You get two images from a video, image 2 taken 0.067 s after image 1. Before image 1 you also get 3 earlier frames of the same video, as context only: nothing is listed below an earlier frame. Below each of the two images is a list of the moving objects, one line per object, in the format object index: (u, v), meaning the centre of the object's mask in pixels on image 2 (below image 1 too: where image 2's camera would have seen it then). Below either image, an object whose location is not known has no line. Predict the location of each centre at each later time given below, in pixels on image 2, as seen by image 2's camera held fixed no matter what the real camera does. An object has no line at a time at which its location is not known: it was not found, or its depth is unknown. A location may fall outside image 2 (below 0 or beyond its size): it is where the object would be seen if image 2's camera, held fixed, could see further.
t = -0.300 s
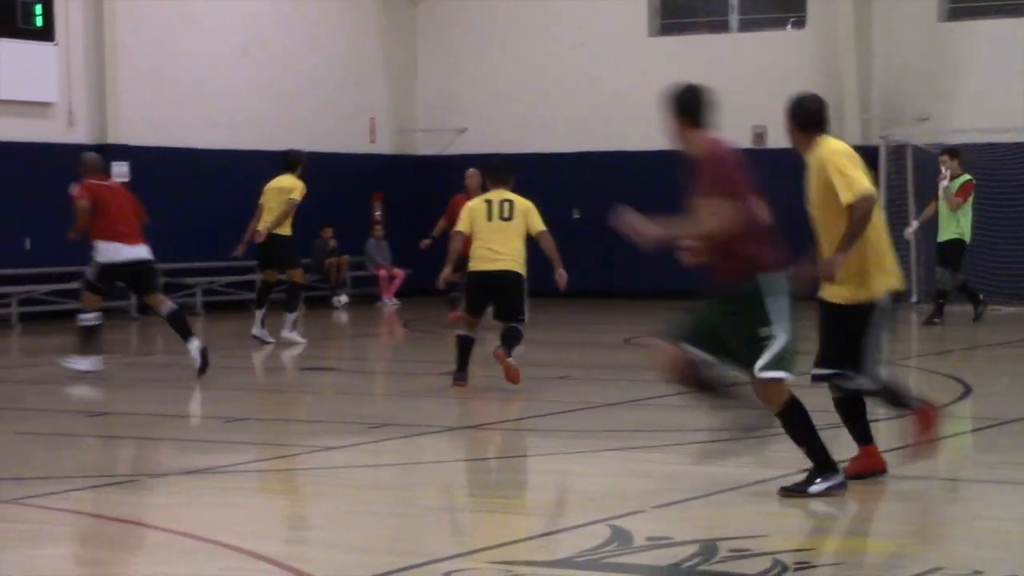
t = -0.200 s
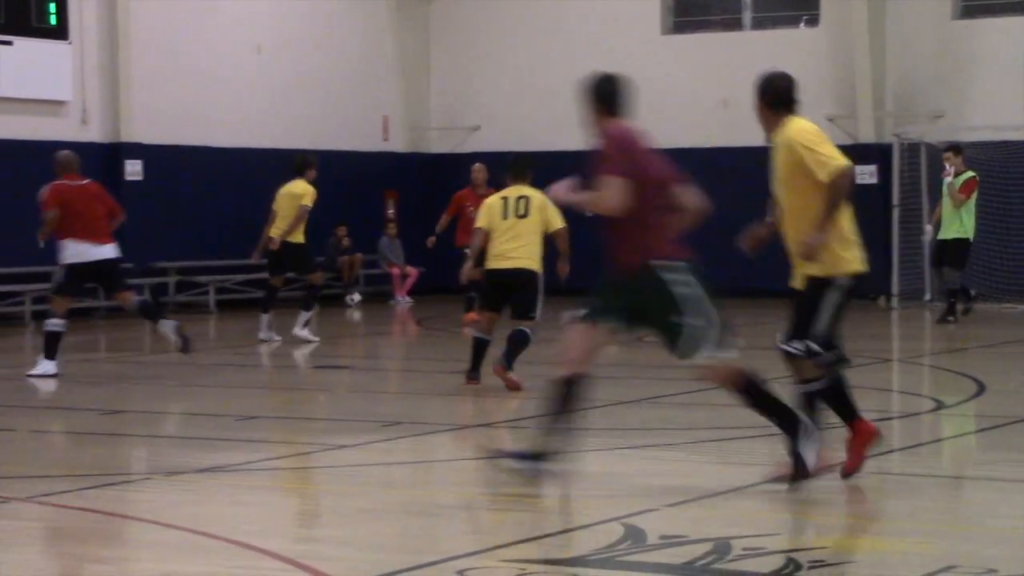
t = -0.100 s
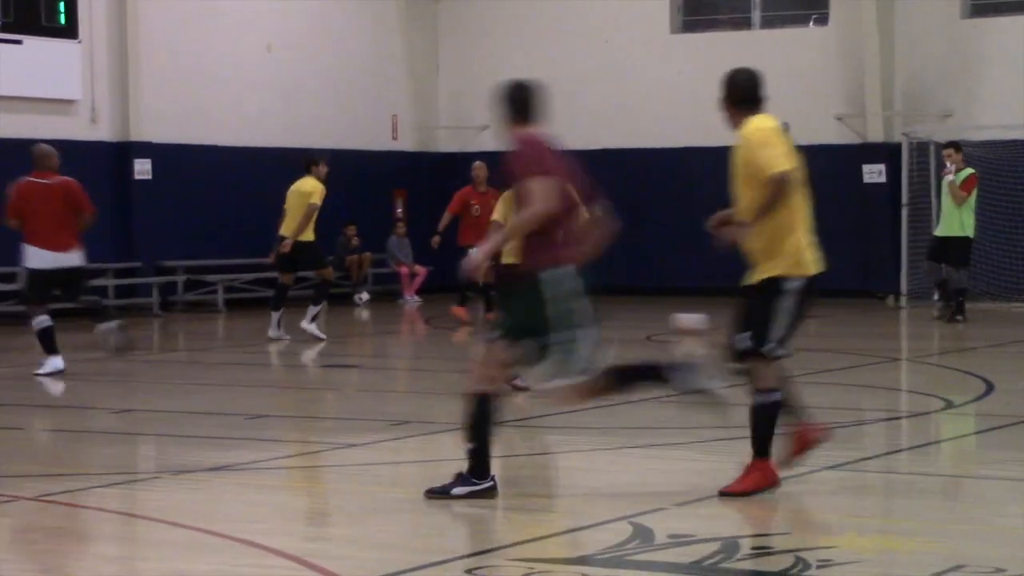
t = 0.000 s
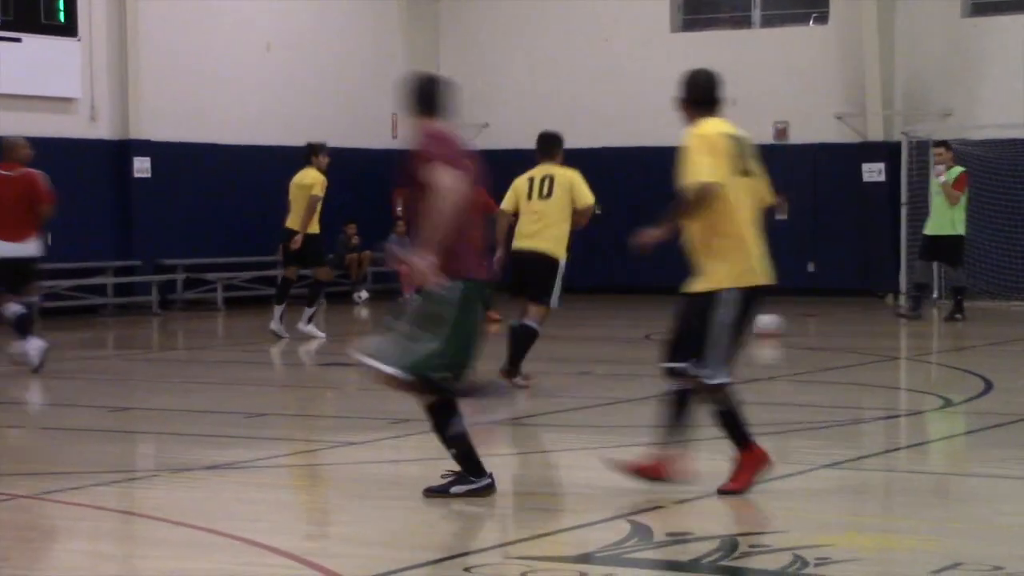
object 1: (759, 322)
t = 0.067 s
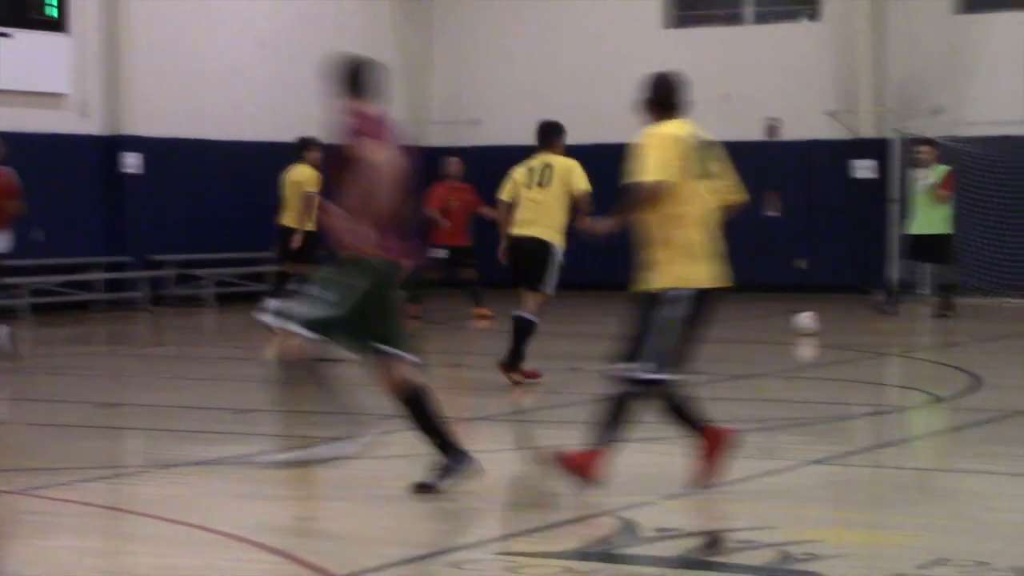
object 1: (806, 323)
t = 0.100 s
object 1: (832, 324)
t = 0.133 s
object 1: (855, 326)
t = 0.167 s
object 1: (878, 327)
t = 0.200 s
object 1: (902, 328)
